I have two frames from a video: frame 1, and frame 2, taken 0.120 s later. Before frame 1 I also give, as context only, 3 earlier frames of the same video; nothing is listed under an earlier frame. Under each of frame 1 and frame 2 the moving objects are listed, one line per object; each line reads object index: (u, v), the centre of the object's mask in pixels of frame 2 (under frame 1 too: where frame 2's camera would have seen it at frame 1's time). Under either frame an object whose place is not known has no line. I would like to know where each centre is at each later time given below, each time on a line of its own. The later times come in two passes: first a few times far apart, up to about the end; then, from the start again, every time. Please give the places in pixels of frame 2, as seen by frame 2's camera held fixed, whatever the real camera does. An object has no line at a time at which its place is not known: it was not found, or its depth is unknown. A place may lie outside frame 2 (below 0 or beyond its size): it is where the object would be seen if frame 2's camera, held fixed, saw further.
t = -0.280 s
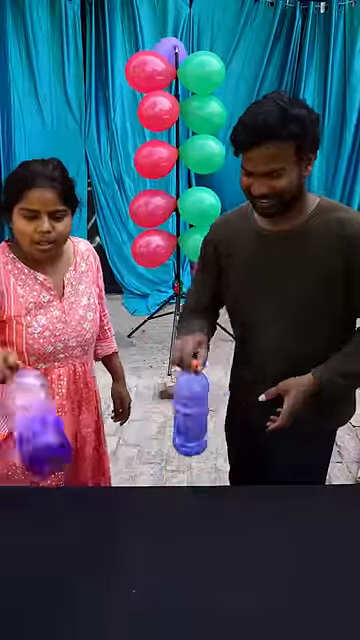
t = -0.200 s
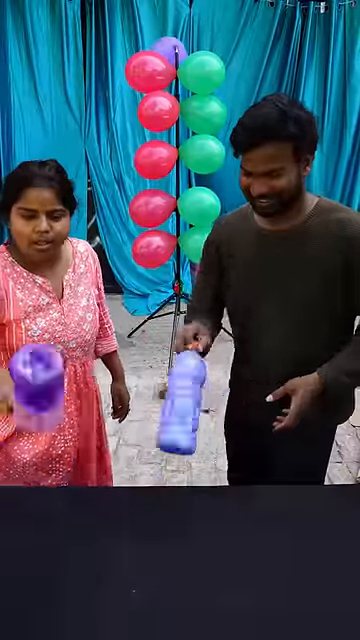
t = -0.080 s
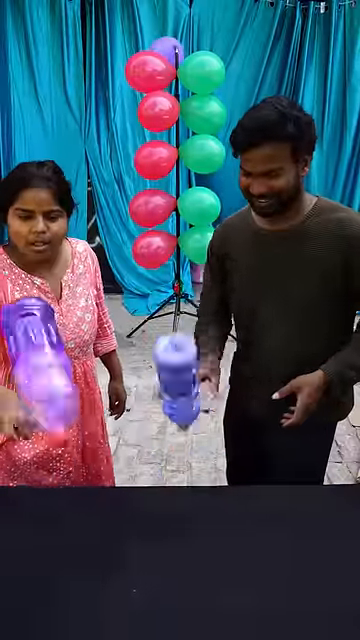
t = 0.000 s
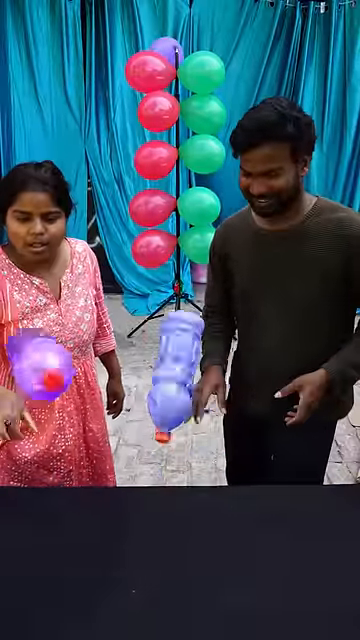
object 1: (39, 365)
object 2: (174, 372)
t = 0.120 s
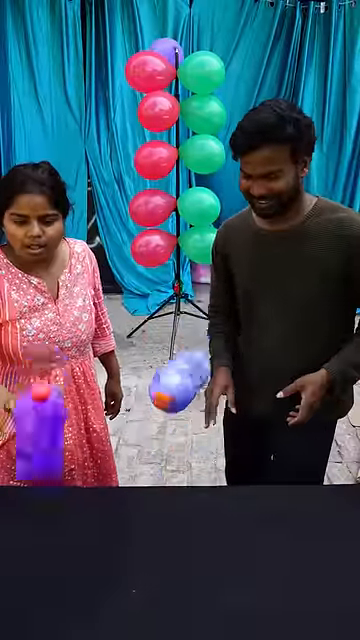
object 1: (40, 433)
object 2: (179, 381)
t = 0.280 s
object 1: (43, 541)
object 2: (186, 476)
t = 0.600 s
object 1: (45, 543)
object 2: (187, 474)
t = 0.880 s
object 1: (45, 543)
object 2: (188, 474)
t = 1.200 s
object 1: (45, 543)
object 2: (188, 474)
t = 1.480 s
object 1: (45, 543)
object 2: (188, 474)
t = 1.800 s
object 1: (45, 543)
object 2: (188, 474)
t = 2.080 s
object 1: (45, 543)
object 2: (188, 474)
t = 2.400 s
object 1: (45, 543)
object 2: (188, 474)
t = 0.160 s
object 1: (40, 475)
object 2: (180, 399)
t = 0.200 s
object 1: (44, 520)
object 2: (183, 423)
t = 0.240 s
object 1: (43, 541)
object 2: (184, 457)
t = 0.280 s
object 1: (43, 541)
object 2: (186, 476)
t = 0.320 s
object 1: (45, 544)
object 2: (187, 476)
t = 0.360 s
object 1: (45, 543)
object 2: (188, 474)
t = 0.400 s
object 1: (45, 543)
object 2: (188, 471)
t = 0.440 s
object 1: (45, 543)
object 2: (187, 470)
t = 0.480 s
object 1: (45, 543)
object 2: (188, 472)
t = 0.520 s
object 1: (45, 542)
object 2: (189, 473)
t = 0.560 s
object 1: (45, 543)
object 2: (188, 473)
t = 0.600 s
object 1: (45, 543)
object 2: (187, 474)
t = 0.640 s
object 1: (45, 543)
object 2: (188, 474)
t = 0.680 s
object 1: (45, 544)
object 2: (188, 474)
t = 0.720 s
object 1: (45, 543)
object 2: (188, 474)
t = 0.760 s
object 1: (45, 543)
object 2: (188, 474)
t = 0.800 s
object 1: (45, 543)
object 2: (188, 474)
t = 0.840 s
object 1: (45, 543)
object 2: (188, 474)
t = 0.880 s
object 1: (45, 543)
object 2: (188, 474)
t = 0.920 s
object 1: (45, 543)
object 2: (188, 474)
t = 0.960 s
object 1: (45, 543)
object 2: (188, 474)
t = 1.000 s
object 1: (45, 543)
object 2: (188, 474)
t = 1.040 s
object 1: (45, 543)
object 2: (188, 474)
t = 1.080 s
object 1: (45, 543)
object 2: (188, 474)
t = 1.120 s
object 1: (45, 543)
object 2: (188, 474)
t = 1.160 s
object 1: (45, 543)
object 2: (188, 474)
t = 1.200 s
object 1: (45, 543)
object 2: (188, 474)
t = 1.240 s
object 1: (45, 543)
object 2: (188, 474)
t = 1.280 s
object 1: (45, 543)
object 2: (188, 474)
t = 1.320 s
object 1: (45, 543)
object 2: (188, 474)
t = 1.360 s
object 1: (45, 542)
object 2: (188, 474)
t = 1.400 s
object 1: (45, 543)
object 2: (188, 474)
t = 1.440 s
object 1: (45, 543)
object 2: (188, 474)
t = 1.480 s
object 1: (45, 543)
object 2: (188, 474)
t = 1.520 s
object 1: (45, 543)
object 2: (188, 474)
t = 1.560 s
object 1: (45, 543)
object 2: (188, 474)
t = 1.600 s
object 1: (45, 543)
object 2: (188, 474)
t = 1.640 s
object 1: (45, 543)
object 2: (188, 474)
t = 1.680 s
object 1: (45, 543)
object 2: (188, 474)
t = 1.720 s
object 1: (45, 543)
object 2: (188, 474)
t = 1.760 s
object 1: (45, 543)
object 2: (188, 474)
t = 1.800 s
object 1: (45, 543)
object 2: (188, 474)
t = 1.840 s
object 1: (45, 543)
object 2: (188, 474)
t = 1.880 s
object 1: (45, 543)
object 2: (188, 474)
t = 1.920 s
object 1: (45, 543)
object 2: (188, 474)
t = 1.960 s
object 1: (45, 543)
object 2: (188, 474)
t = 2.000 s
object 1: (45, 543)
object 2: (188, 474)
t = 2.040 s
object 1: (45, 543)
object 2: (188, 474)
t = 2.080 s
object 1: (45, 543)
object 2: (188, 474)
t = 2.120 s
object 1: (45, 543)
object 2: (188, 474)
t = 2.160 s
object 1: (45, 543)
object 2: (188, 474)
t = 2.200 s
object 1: (45, 543)
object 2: (188, 474)
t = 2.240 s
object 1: (45, 543)
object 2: (188, 474)
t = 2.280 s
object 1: (45, 543)
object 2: (188, 474)
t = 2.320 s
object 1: (45, 543)
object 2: (188, 474)
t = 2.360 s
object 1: (45, 543)
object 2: (188, 474)
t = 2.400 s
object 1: (45, 543)
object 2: (188, 474)
